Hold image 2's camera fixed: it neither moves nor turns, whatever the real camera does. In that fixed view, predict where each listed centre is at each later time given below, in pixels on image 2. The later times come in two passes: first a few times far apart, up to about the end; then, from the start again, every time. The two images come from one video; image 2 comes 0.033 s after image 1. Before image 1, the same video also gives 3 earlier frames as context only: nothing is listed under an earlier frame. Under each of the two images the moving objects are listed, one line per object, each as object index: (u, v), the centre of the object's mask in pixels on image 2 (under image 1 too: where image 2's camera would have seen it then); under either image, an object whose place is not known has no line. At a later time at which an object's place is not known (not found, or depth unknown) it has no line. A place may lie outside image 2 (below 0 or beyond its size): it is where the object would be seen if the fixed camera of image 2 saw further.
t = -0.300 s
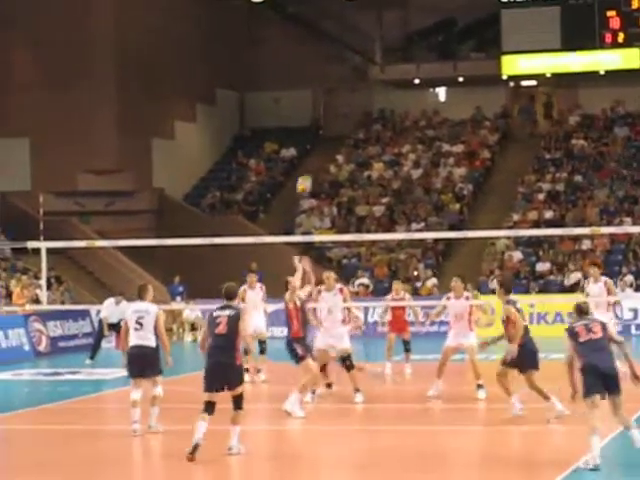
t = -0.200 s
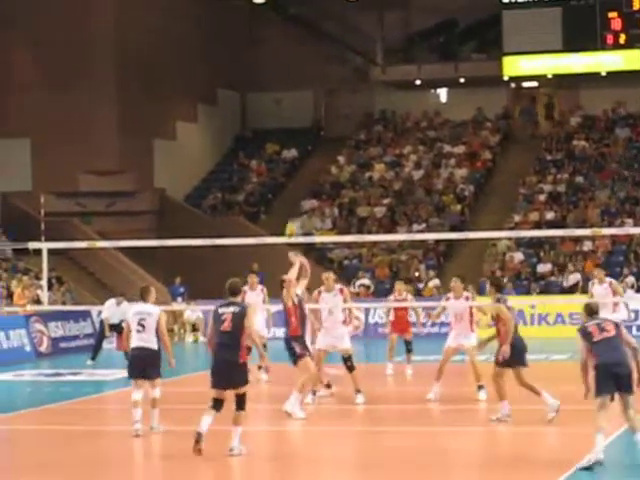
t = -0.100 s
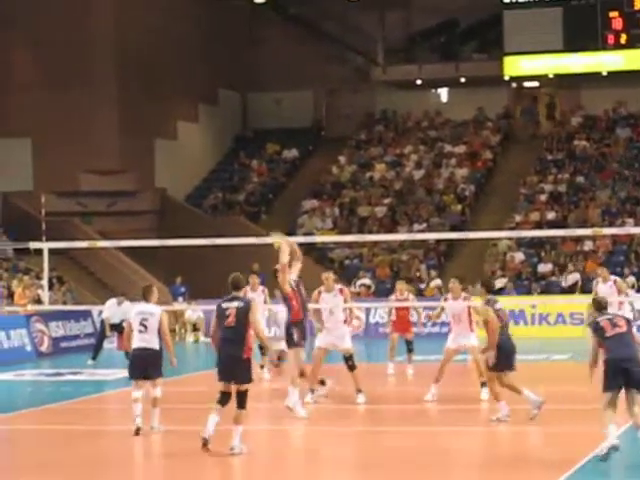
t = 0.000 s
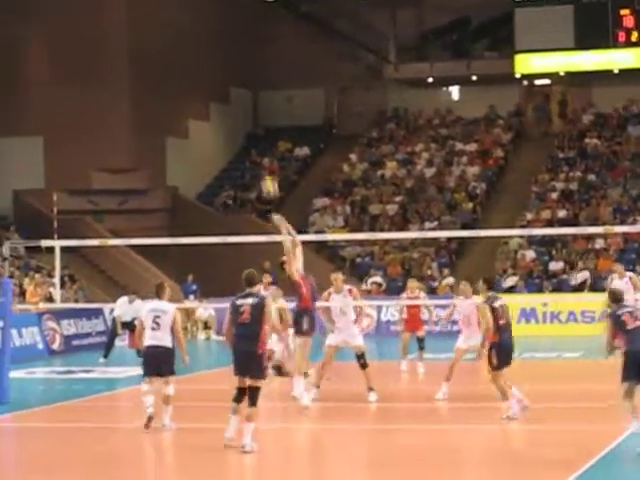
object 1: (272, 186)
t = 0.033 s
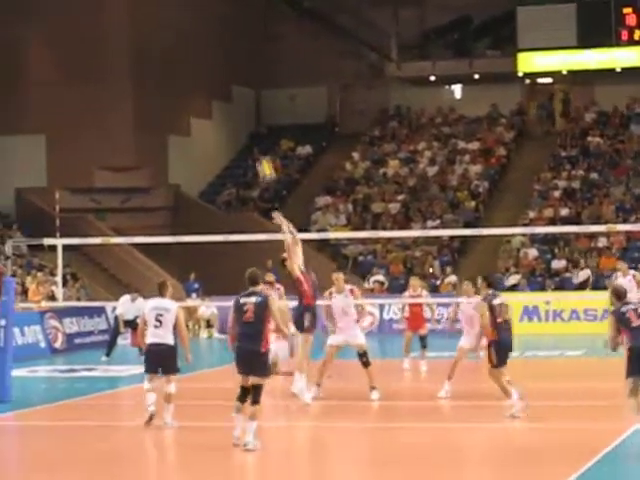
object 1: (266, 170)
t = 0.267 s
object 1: (219, 88)
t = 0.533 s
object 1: (169, 41)
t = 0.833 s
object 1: (118, 49)
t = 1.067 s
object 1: (79, 100)
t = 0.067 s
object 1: (259, 156)
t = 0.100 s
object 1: (252, 142)
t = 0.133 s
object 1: (246, 130)
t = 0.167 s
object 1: (239, 118)
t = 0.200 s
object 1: (232, 107)
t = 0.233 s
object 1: (226, 97)
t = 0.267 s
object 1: (219, 88)
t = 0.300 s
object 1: (212, 79)
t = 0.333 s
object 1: (206, 72)
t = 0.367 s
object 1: (200, 65)
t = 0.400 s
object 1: (193, 59)
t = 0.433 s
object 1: (187, 53)
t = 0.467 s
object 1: (182, 49)
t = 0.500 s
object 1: (175, 45)
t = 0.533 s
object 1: (169, 41)
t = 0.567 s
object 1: (163, 39)
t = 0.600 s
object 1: (158, 37)
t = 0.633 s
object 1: (152, 37)
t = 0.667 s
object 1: (146, 37)
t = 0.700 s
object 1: (140, 38)
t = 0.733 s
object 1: (135, 40)
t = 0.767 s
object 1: (129, 43)
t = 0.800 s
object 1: (124, 46)
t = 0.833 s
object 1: (118, 49)
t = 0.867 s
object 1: (113, 54)
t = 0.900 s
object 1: (107, 60)
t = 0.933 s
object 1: (101, 67)
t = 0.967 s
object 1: (94, 74)
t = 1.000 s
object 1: (89, 82)
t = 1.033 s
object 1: (84, 90)
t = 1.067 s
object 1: (79, 100)
